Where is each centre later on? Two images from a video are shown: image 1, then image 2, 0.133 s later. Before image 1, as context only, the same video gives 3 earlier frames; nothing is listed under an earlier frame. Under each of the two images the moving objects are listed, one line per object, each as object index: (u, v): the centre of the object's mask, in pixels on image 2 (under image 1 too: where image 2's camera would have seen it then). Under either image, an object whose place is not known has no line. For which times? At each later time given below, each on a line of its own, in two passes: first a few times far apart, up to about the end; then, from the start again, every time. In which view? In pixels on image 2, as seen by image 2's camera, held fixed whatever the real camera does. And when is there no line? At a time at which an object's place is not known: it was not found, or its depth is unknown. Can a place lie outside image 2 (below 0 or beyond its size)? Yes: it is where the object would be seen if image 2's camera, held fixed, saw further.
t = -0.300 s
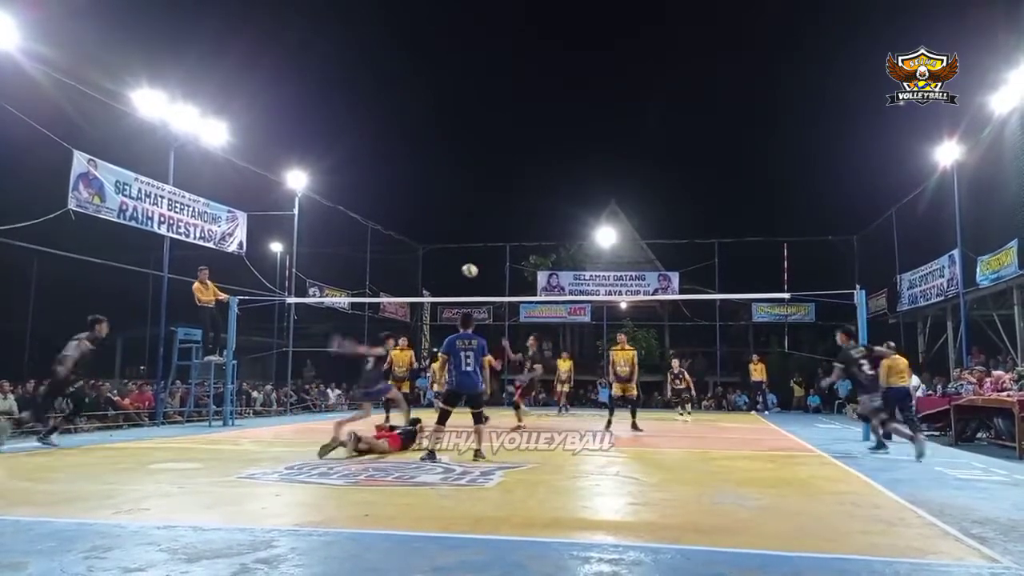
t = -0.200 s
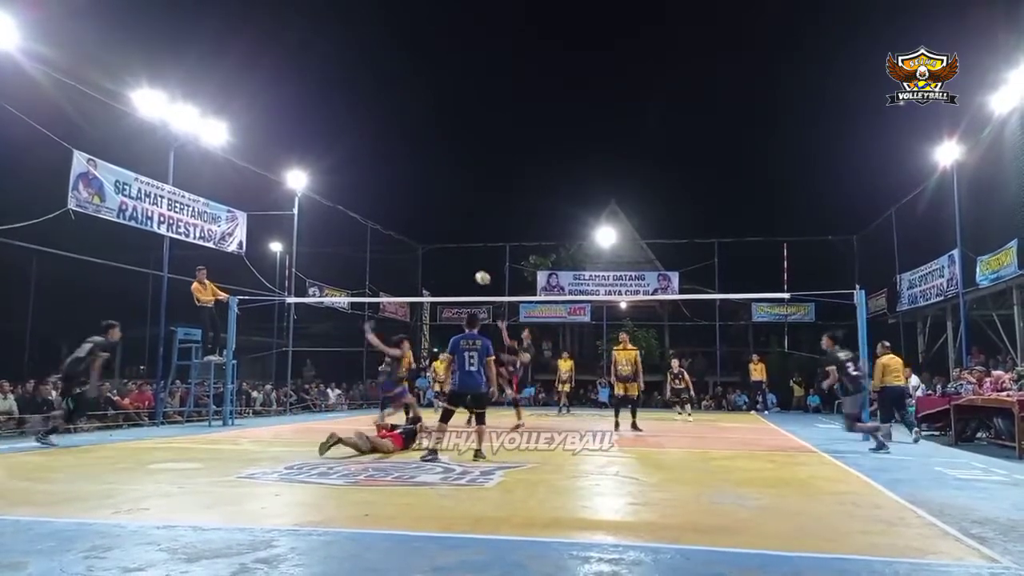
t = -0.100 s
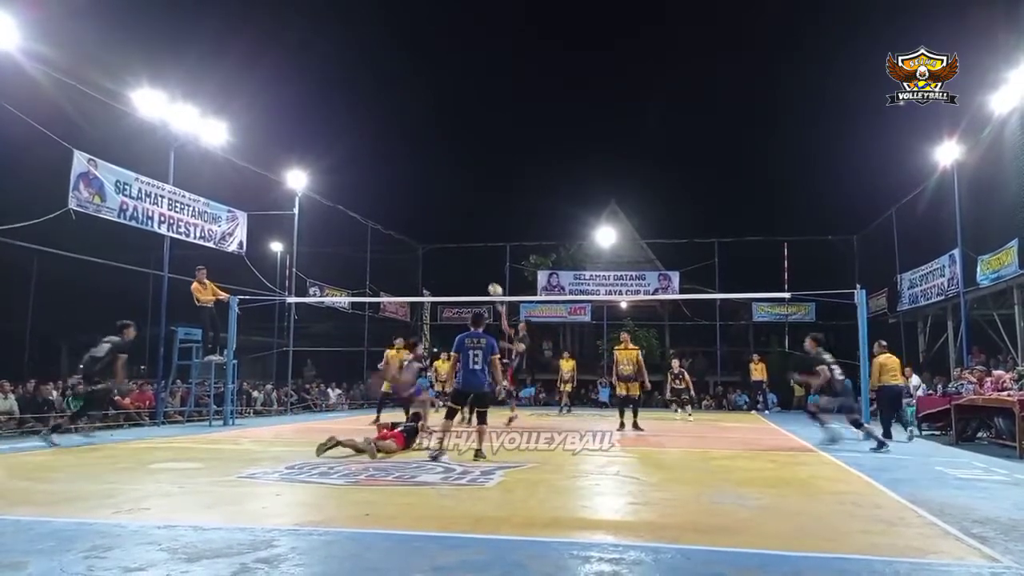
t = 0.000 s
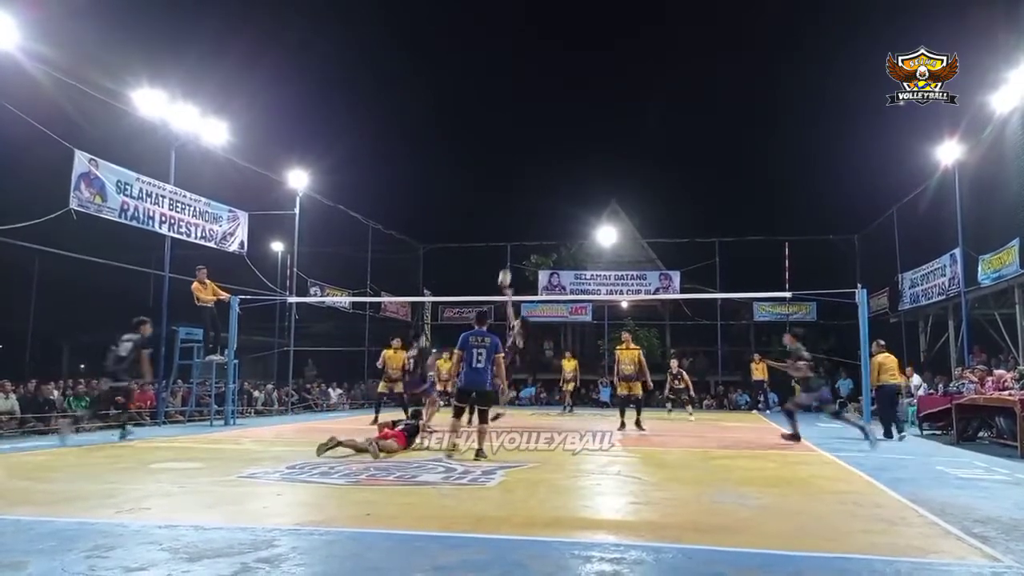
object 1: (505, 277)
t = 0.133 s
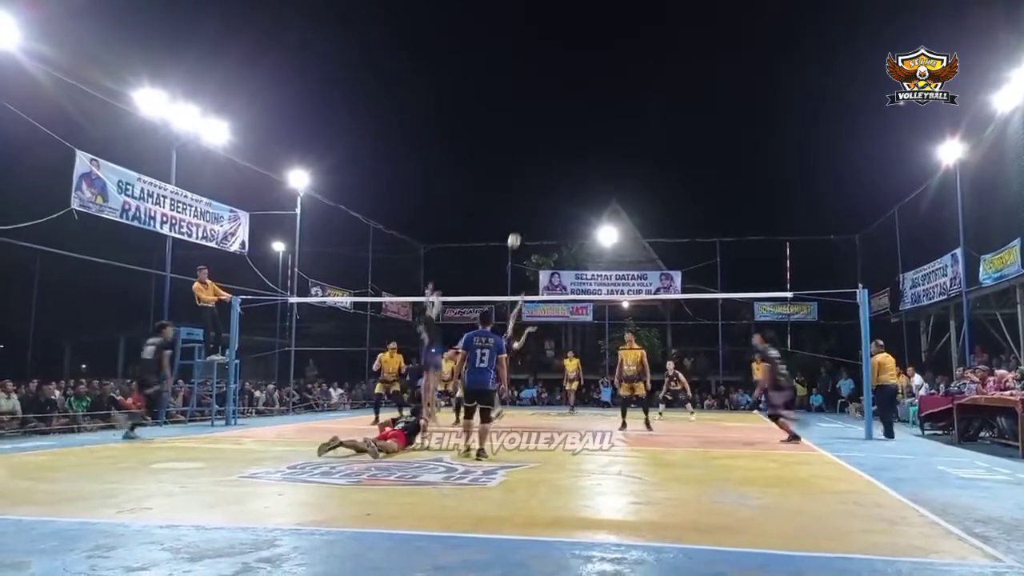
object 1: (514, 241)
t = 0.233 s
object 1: (520, 220)
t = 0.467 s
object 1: (533, 193)
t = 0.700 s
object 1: (546, 196)
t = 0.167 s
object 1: (516, 233)
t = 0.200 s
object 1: (518, 226)
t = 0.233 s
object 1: (520, 220)
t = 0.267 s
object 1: (522, 214)
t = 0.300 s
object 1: (524, 209)
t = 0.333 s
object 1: (525, 205)
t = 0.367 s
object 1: (527, 201)
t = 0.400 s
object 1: (529, 198)
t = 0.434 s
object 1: (531, 195)
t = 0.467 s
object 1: (533, 193)
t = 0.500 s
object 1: (535, 192)
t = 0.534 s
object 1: (537, 191)
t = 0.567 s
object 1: (539, 191)
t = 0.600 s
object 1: (540, 191)
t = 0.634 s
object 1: (542, 192)
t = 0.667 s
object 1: (544, 194)
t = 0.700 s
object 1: (546, 196)
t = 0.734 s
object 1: (548, 199)
